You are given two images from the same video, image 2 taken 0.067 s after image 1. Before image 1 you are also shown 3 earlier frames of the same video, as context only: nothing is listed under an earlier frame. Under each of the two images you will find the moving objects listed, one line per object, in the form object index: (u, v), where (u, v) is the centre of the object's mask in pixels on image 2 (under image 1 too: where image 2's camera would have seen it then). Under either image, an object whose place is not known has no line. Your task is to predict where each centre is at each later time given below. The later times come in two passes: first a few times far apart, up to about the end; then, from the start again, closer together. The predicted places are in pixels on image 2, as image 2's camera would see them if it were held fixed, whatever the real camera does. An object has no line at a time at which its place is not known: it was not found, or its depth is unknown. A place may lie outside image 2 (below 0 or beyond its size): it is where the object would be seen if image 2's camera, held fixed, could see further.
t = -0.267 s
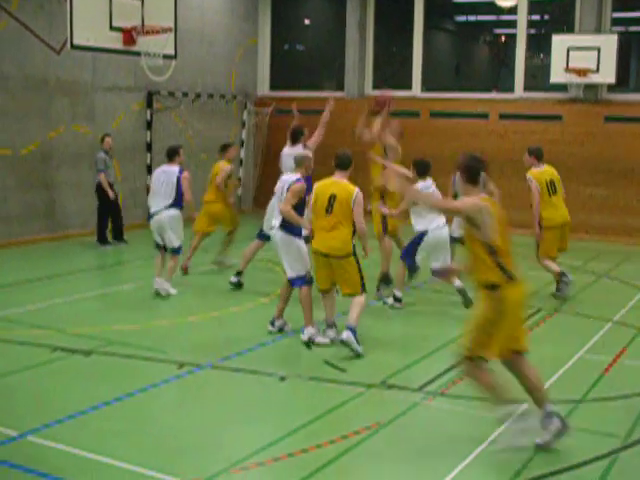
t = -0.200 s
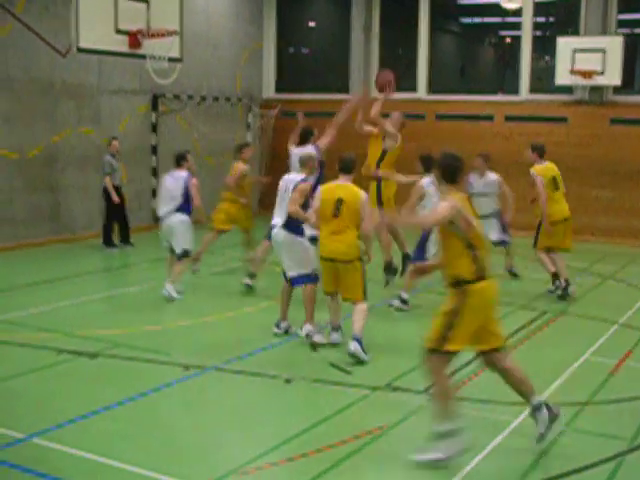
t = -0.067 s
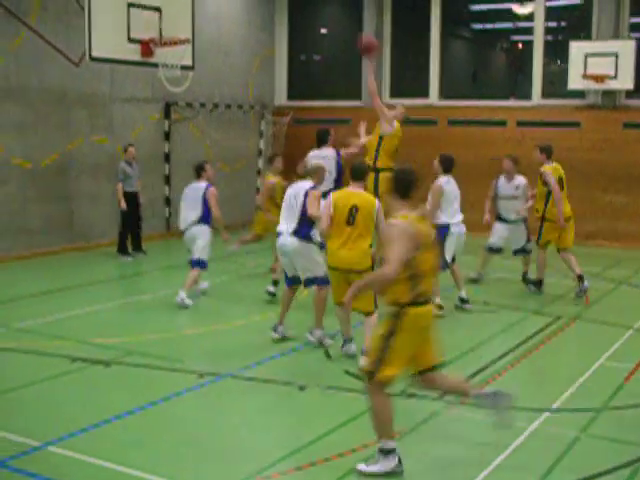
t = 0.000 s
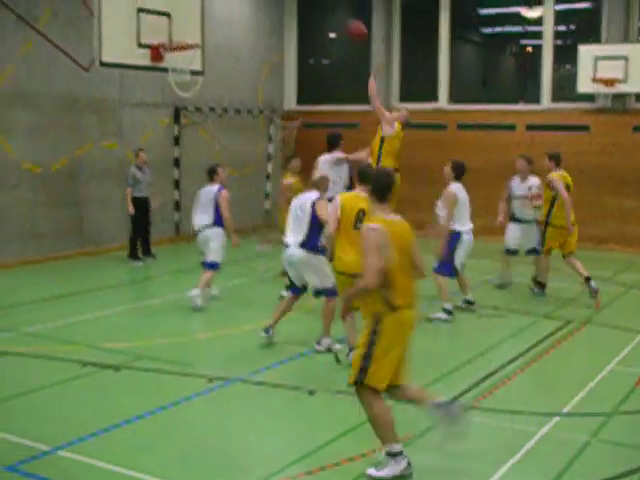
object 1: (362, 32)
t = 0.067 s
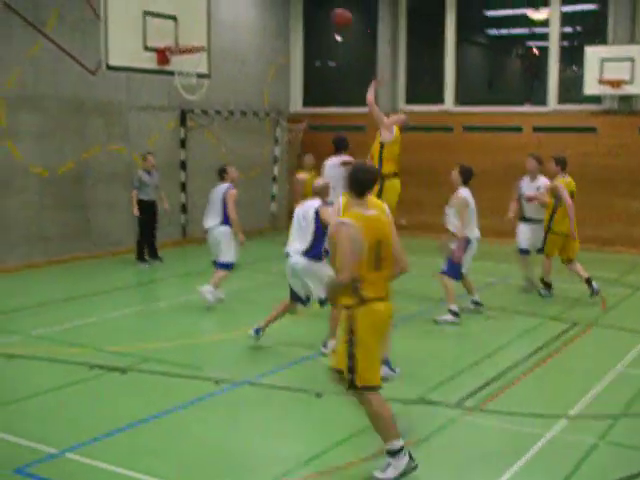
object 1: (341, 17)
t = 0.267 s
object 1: (280, -2)
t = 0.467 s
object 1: (221, 11)
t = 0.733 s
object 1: (172, 21)
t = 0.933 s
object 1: (159, 14)
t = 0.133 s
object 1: (321, 7)
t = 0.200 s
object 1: (299, 0)
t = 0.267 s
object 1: (280, -2)
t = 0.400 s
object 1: (240, 4)
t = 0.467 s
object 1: (221, 11)
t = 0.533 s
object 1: (202, 23)
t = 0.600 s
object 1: (183, 39)
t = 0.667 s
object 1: (176, 31)
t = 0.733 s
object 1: (172, 21)
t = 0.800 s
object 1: (168, 15)
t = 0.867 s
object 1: (164, 13)
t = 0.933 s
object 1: (159, 14)
